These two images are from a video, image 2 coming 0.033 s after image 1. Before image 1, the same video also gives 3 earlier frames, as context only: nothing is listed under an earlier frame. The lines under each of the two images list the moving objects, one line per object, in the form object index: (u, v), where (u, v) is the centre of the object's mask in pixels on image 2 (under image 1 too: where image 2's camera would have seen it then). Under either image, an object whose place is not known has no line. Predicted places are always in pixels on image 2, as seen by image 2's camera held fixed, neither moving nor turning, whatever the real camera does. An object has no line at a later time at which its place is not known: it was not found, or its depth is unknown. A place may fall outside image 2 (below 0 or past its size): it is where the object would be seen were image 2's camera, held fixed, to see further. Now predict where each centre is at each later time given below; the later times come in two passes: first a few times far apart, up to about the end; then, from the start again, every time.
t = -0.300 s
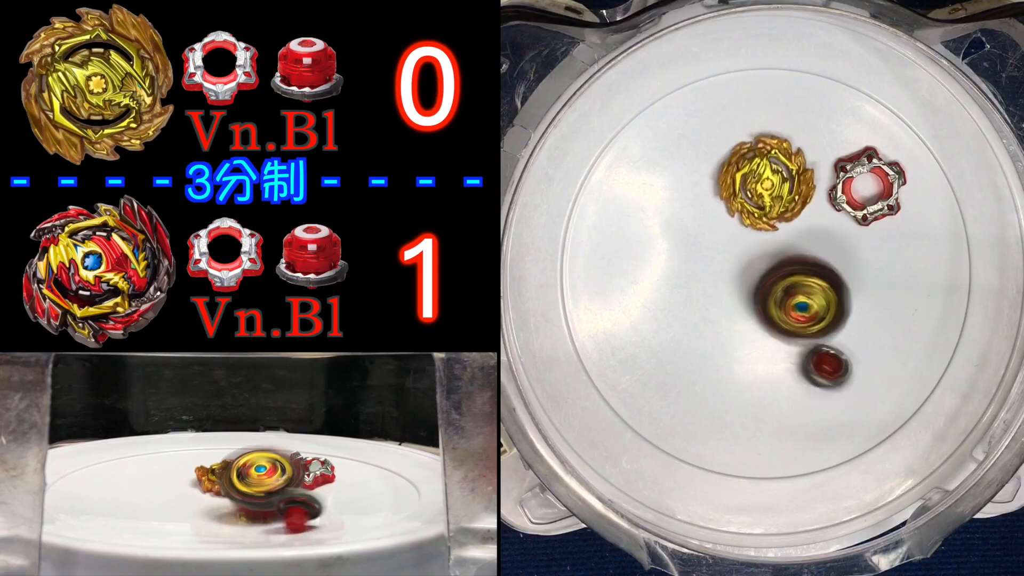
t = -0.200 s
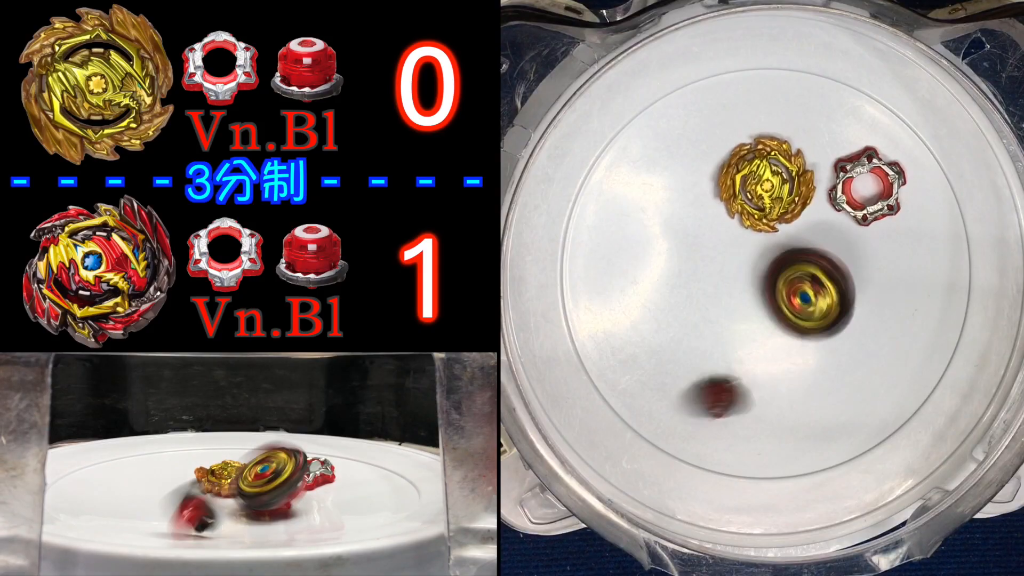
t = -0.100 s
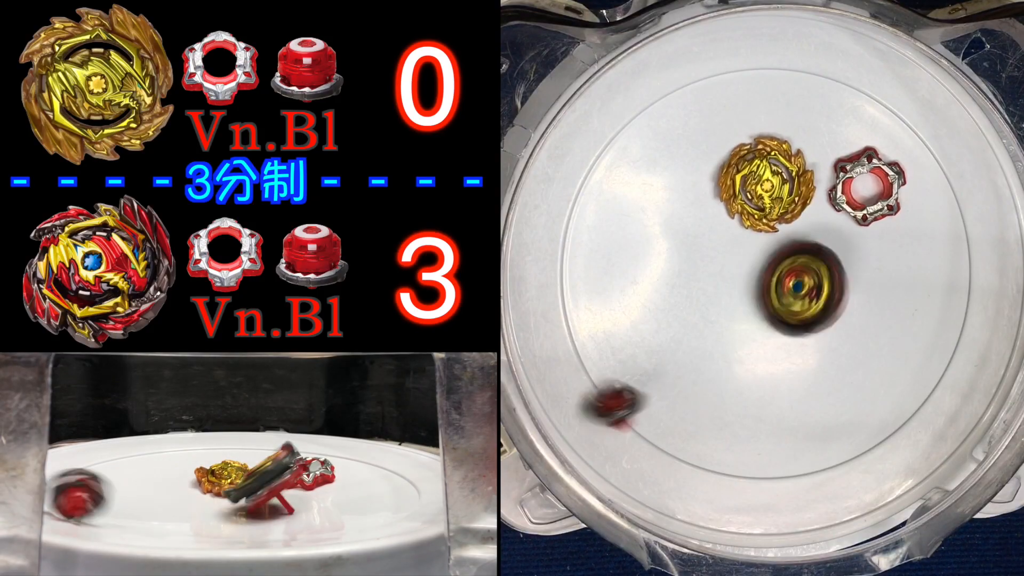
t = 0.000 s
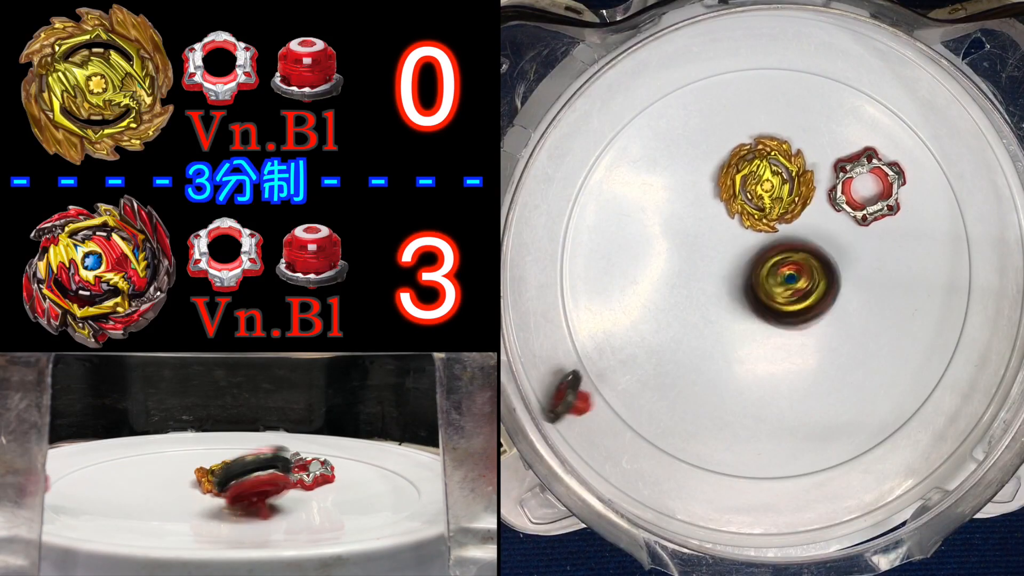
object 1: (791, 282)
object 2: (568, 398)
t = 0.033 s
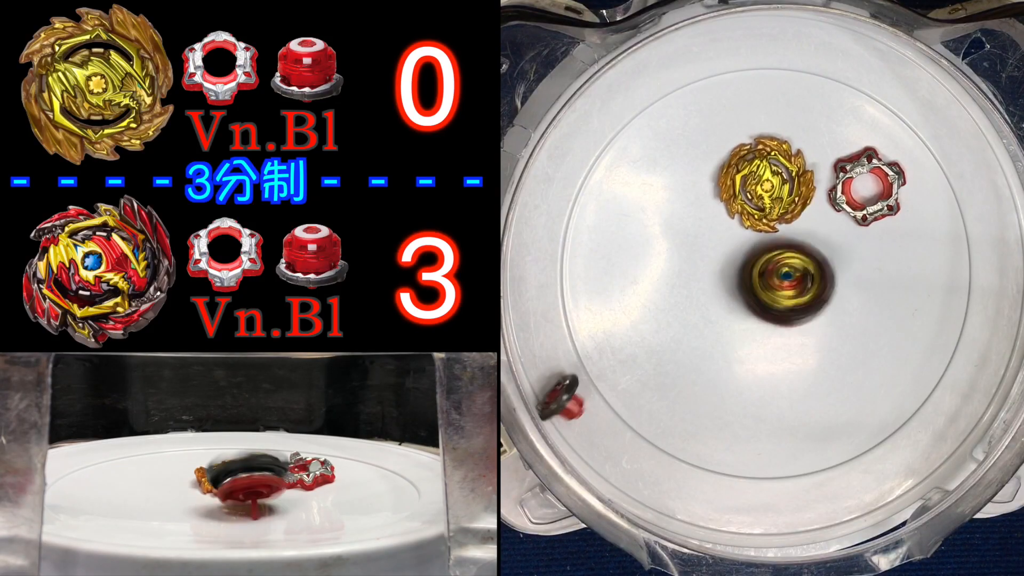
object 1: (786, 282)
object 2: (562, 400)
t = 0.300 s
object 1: (736, 276)
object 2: (628, 335)
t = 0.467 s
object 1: (736, 260)
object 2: (686, 288)
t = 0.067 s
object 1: (783, 279)
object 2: (561, 402)
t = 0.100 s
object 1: (777, 277)
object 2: (562, 401)
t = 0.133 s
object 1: (770, 275)
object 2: (568, 397)
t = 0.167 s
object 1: (763, 274)
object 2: (576, 392)
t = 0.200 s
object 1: (755, 278)
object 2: (588, 380)
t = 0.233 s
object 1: (748, 277)
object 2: (603, 364)
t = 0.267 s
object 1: (740, 277)
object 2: (616, 349)
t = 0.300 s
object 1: (736, 276)
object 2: (628, 335)
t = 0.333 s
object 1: (733, 275)
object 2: (643, 319)
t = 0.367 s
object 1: (733, 270)
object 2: (656, 309)
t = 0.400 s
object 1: (733, 267)
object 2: (671, 298)
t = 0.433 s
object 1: (733, 264)
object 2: (681, 291)
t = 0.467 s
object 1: (736, 260)
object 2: (686, 288)
